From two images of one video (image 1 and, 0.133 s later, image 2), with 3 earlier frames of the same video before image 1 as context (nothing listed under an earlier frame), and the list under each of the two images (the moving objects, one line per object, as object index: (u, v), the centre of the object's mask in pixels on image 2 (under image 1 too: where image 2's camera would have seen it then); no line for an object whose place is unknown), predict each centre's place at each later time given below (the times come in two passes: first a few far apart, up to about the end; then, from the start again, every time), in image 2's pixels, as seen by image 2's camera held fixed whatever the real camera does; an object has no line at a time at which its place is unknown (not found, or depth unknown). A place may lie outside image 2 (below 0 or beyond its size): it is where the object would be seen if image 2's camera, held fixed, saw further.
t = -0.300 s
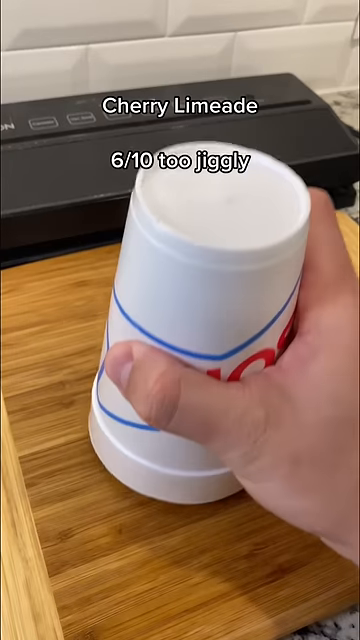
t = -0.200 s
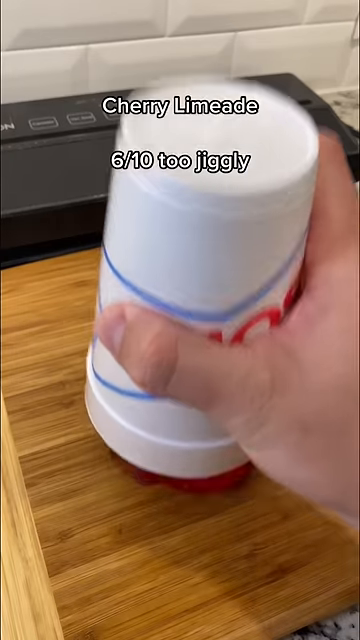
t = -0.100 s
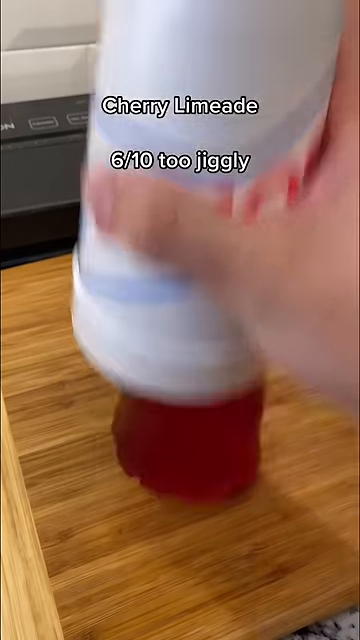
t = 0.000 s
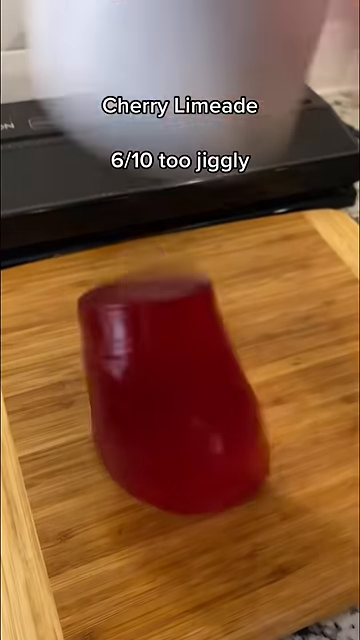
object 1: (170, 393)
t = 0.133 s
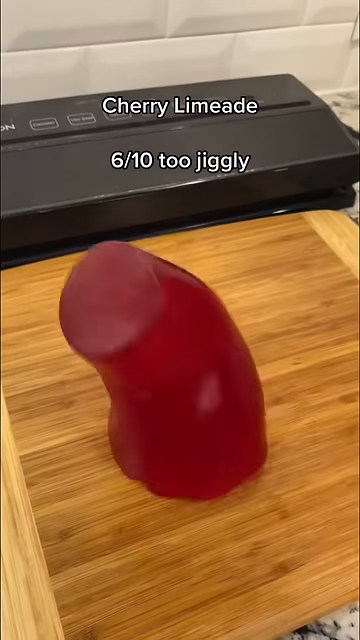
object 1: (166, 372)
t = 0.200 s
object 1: (164, 371)
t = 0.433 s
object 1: (171, 368)
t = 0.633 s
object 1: (163, 360)
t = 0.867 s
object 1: (134, 312)
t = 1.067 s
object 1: (154, 343)
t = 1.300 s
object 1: (142, 322)
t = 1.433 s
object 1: (149, 344)
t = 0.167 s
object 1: (166, 368)
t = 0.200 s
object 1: (164, 371)
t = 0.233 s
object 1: (162, 370)
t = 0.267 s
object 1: (164, 377)
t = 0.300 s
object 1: (165, 381)
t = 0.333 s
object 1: (170, 384)
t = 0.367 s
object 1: (174, 382)
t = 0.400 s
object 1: (173, 372)
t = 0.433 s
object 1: (171, 368)
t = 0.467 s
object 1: (168, 365)
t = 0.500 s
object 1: (164, 364)
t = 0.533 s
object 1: (162, 367)
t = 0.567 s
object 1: (160, 362)
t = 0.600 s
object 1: (162, 362)
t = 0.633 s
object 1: (163, 360)
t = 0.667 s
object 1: (165, 360)
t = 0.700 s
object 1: (164, 360)
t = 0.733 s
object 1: (157, 353)
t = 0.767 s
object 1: (147, 344)
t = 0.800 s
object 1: (138, 333)
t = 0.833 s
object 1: (136, 322)
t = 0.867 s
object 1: (134, 312)
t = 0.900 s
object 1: (135, 309)
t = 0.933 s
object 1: (138, 311)
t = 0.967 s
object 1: (144, 318)
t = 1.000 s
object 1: (142, 329)
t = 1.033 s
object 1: (148, 338)
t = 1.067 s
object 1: (154, 343)
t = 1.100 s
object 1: (159, 342)
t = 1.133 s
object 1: (160, 344)
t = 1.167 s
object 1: (155, 340)
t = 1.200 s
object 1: (150, 337)
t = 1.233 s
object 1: (145, 334)
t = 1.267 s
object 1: (142, 326)
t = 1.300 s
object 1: (142, 322)
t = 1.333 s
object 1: (143, 325)
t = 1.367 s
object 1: (145, 332)
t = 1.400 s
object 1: (145, 339)
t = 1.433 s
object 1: (149, 344)
